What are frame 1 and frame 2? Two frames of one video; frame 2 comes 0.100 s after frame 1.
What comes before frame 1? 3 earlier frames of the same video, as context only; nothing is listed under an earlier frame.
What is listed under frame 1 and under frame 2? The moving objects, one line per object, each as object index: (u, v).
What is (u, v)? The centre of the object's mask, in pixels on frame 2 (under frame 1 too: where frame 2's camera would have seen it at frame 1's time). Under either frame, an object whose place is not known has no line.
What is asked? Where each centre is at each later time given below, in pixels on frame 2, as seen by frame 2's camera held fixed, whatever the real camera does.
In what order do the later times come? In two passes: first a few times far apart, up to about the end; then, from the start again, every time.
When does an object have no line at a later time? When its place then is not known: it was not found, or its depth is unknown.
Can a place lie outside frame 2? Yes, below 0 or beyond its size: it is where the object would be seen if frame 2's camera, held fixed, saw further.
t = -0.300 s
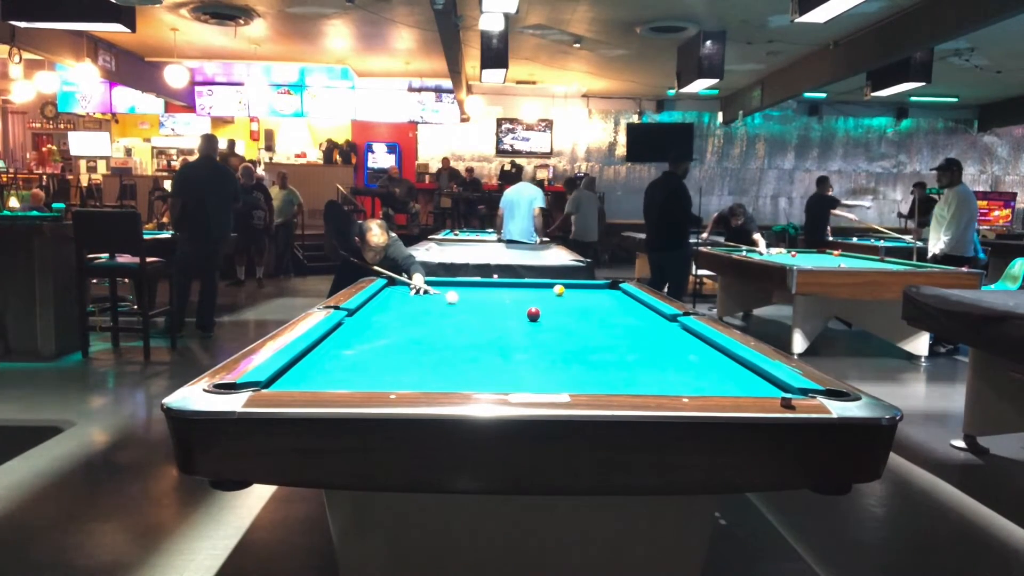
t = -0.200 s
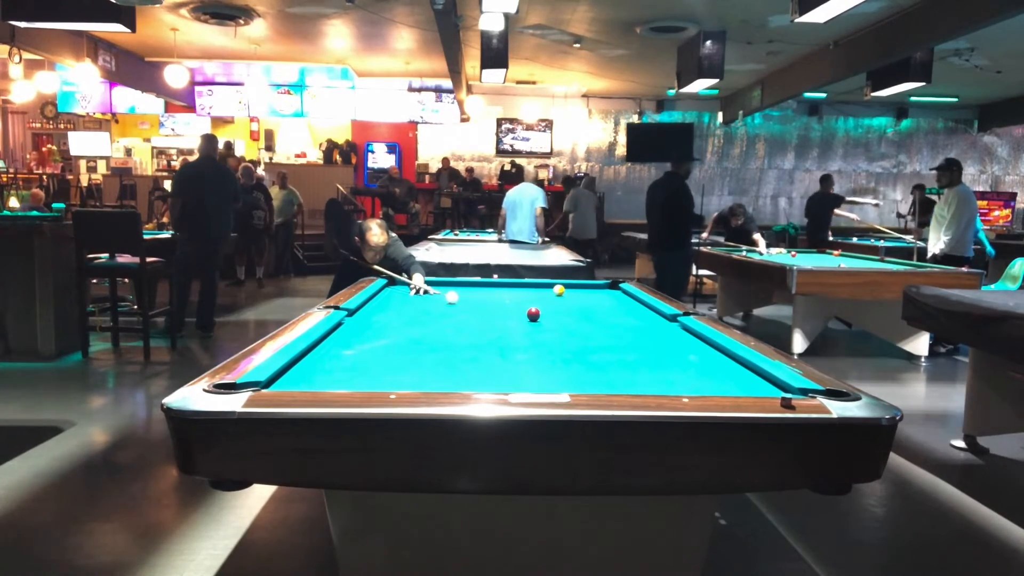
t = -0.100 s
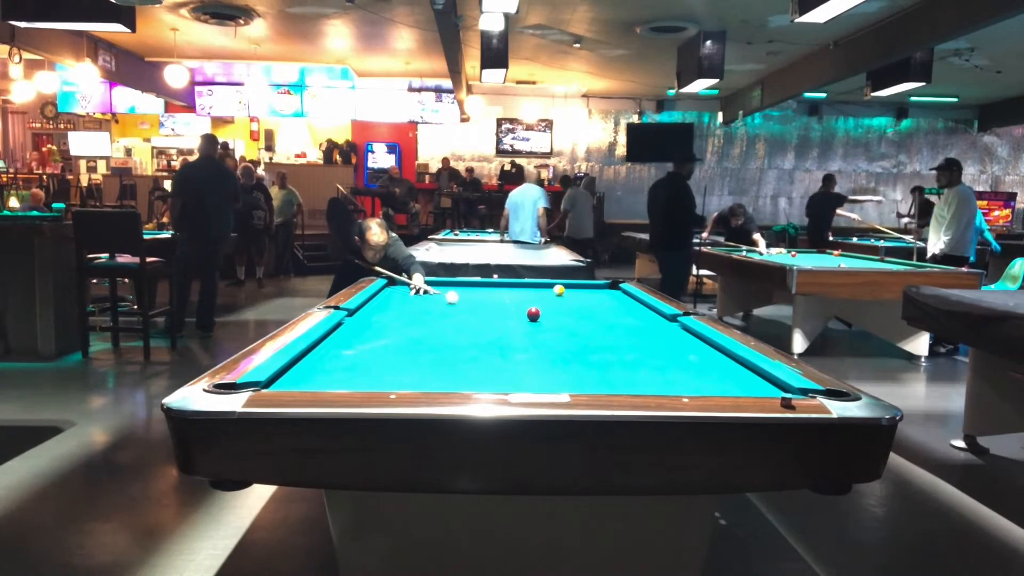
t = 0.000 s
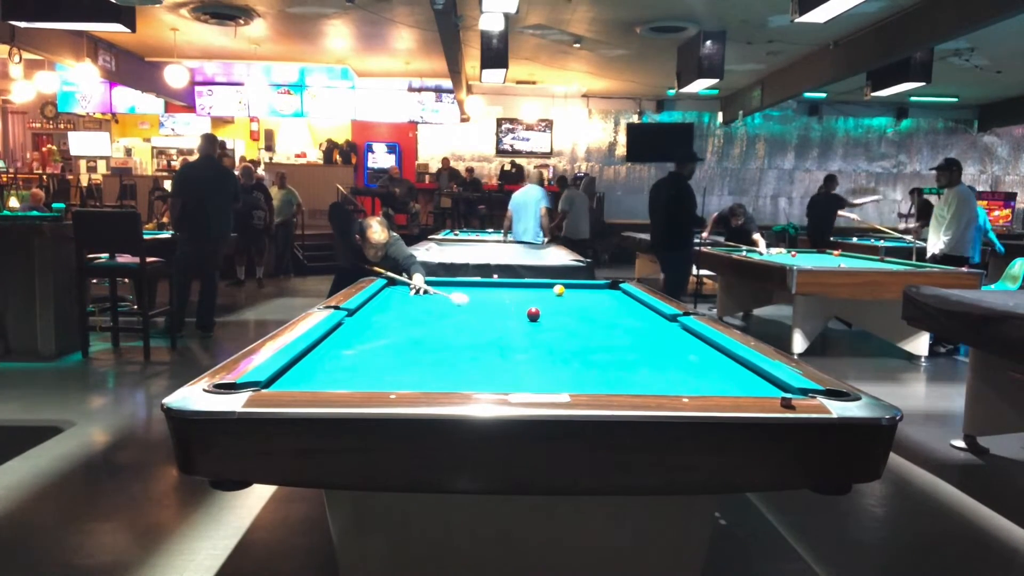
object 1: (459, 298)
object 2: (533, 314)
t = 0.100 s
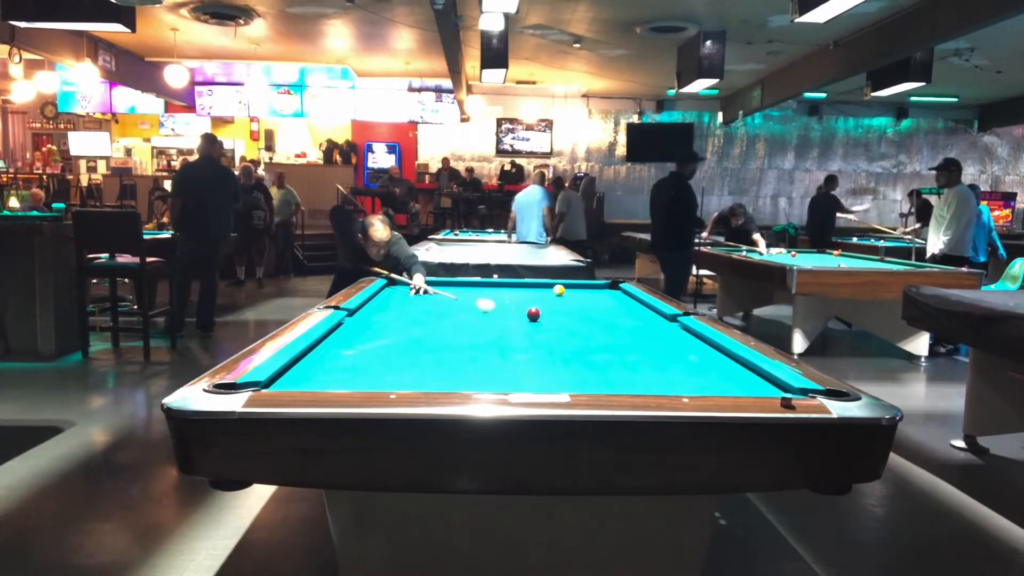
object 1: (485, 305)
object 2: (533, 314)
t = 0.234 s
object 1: (519, 313)
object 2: (534, 314)
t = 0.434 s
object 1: (540, 327)
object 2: (562, 314)
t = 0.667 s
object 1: (575, 346)
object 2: (591, 315)
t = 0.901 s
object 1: (620, 372)
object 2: (619, 315)
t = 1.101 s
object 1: (655, 383)
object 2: (642, 316)
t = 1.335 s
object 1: (649, 369)
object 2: (668, 317)
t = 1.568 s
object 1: (645, 354)
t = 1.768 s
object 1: (642, 344)
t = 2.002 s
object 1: (640, 335)
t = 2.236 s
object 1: (637, 326)
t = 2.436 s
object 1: (636, 320)
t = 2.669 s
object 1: (634, 314)
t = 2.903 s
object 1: (632, 309)
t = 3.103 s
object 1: (631, 305)
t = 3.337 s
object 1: (630, 301)
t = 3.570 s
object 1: (629, 297)
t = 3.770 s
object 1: (627, 294)
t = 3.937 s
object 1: (621, 292)
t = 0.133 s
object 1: (494, 307)
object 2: (533, 314)
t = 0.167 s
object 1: (503, 309)
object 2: (533, 314)
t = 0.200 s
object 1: (511, 311)
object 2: (533, 314)
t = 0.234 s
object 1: (519, 313)
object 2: (534, 314)
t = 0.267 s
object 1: (522, 315)
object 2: (539, 314)
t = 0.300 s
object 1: (525, 318)
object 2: (544, 314)
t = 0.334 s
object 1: (528, 320)
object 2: (549, 314)
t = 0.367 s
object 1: (532, 322)
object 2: (553, 314)
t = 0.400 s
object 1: (536, 324)
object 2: (558, 314)
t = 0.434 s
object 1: (540, 327)
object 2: (562, 314)
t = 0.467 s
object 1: (545, 329)
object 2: (566, 314)
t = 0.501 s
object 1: (549, 332)
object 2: (570, 314)
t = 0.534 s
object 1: (554, 334)
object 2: (575, 314)
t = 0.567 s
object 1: (559, 337)
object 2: (579, 315)
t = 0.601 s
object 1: (564, 340)
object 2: (583, 315)
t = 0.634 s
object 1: (569, 343)
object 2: (587, 315)
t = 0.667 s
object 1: (575, 346)
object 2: (591, 315)
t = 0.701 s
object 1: (580, 349)
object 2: (596, 315)
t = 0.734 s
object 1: (586, 352)
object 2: (600, 315)
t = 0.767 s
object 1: (592, 356)
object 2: (604, 315)
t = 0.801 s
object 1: (599, 359)
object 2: (607, 315)
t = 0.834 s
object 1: (606, 363)
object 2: (611, 315)
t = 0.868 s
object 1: (613, 367)
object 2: (615, 315)
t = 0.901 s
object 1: (620, 372)
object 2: (619, 315)
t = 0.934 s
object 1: (628, 376)
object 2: (623, 315)
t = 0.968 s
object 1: (636, 379)
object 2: (627, 316)
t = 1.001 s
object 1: (645, 382)
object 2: (631, 316)
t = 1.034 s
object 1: (653, 386)
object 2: (635, 316)
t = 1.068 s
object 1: (656, 385)
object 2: (638, 316)
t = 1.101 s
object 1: (655, 383)
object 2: (642, 316)
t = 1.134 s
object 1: (653, 381)
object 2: (646, 316)
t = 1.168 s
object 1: (652, 380)
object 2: (650, 316)
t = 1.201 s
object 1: (652, 378)
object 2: (654, 316)
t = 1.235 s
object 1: (651, 375)
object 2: (657, 316)
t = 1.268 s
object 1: (650, 373)
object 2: (661, 316)
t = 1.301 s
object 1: (649, 371)
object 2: (665, 316)
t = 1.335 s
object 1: (649, 369)
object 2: (668, 317)
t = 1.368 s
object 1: (648, 366)
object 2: (672, 317)
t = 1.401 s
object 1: (648, 364)
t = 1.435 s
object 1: (647, 362)
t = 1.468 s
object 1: (647, 360)
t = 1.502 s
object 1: (646, 358)
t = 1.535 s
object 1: (646, 356)
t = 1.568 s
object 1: (645, 354)
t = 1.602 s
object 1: (645, 353)
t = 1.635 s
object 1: (644, 351)
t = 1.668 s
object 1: (644, 349)
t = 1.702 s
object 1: (643, 348)
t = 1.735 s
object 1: (643, 346)
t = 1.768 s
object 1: (642, 344)
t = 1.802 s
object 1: (642, 343)
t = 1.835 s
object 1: (641, 341)
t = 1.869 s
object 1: (641, 340)
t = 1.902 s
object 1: (641, 339)
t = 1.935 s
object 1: (640, 337)
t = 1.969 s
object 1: (640, 336)
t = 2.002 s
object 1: (640, 335)
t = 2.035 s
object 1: (639, 333)
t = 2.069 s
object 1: (639, 332)
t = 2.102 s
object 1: (638, 331)
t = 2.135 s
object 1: (638, 330)
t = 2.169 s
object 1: (638, 329)
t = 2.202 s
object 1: (638, 328)
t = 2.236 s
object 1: (637, 326)
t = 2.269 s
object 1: (637, 325)
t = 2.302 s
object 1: (637, 324)
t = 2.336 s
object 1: (636, 323)
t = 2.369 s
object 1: (636, 322)
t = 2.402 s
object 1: (636, 322)
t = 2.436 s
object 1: (636, 320)
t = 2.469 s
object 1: (635, 320)
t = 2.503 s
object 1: (635, 319)
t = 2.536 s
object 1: (635, 318)
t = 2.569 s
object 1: (635, 317)
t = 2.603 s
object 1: (634, 316)
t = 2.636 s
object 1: (634, 315)
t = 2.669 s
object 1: (634, 314)
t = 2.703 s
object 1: (634, 314)
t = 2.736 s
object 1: (633, 313)
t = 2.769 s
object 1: (633, 312)
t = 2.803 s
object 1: (633, 311)
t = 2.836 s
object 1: (633, 311)
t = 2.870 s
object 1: (632, 310)
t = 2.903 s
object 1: (632, 309)
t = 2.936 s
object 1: (632, 309)
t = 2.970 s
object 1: (632, 308)
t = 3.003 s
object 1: (632, 307)
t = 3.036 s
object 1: (631, 306)
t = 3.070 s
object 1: (631, 306)
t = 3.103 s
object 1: (631, 305)
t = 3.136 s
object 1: (631, 304)
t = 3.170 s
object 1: (631, 304)
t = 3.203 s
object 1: (630, 303)
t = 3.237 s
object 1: (630, 303)
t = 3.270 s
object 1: (630, 302)
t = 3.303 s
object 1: (630, 301)
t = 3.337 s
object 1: (630, 301)
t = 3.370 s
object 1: (630, 300)
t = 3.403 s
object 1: (630, 300)
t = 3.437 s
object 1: (629, 299)
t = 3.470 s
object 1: (629, 298)
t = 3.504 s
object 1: (629, 298)
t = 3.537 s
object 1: (629, 297)
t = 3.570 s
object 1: (629, 297)
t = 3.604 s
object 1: (629, 296)
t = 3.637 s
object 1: (629, 296)
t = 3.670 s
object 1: (629, 296)
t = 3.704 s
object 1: (629, 295)
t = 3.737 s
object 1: (628, 295)
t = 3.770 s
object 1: (627, 294)
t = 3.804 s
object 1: (626, 293)
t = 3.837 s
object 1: (624, 293)
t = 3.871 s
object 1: (623, 292)
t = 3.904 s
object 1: (622, 292)
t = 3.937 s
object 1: (621, 292)
